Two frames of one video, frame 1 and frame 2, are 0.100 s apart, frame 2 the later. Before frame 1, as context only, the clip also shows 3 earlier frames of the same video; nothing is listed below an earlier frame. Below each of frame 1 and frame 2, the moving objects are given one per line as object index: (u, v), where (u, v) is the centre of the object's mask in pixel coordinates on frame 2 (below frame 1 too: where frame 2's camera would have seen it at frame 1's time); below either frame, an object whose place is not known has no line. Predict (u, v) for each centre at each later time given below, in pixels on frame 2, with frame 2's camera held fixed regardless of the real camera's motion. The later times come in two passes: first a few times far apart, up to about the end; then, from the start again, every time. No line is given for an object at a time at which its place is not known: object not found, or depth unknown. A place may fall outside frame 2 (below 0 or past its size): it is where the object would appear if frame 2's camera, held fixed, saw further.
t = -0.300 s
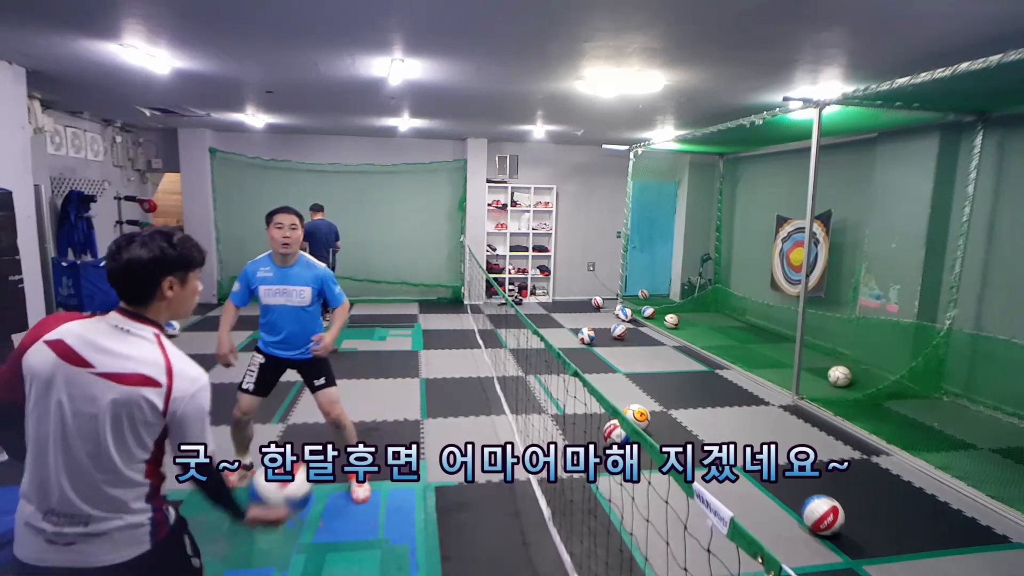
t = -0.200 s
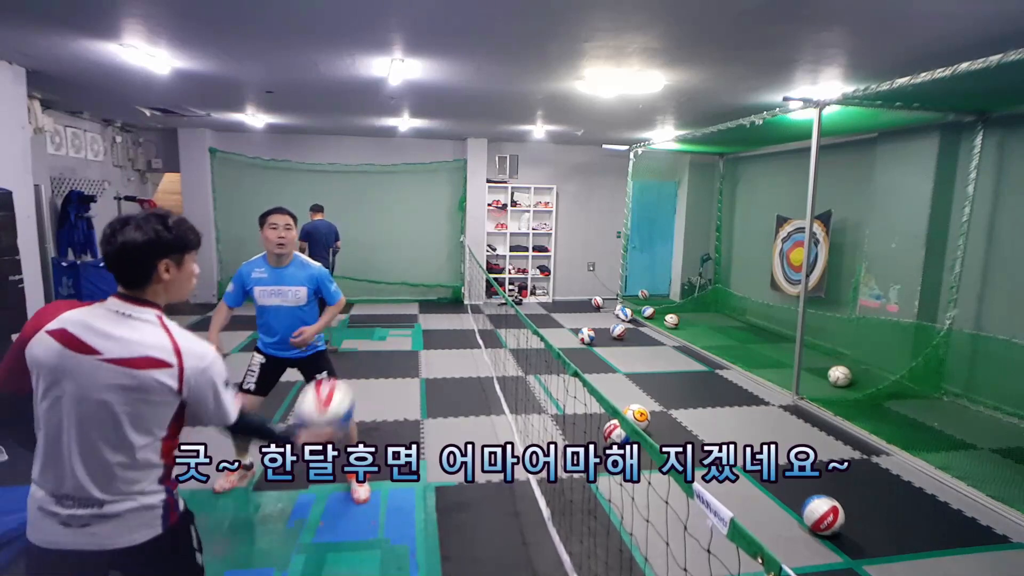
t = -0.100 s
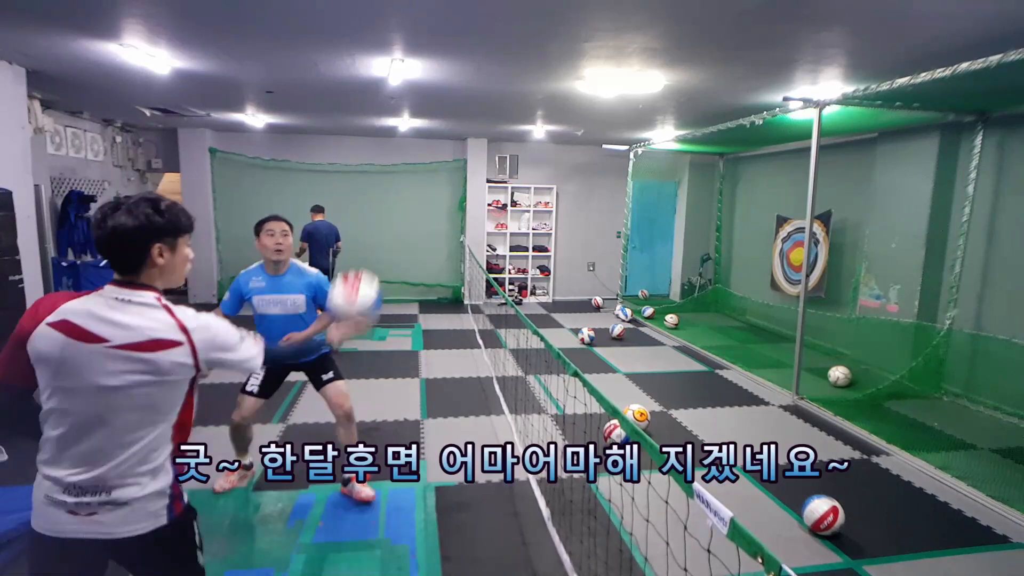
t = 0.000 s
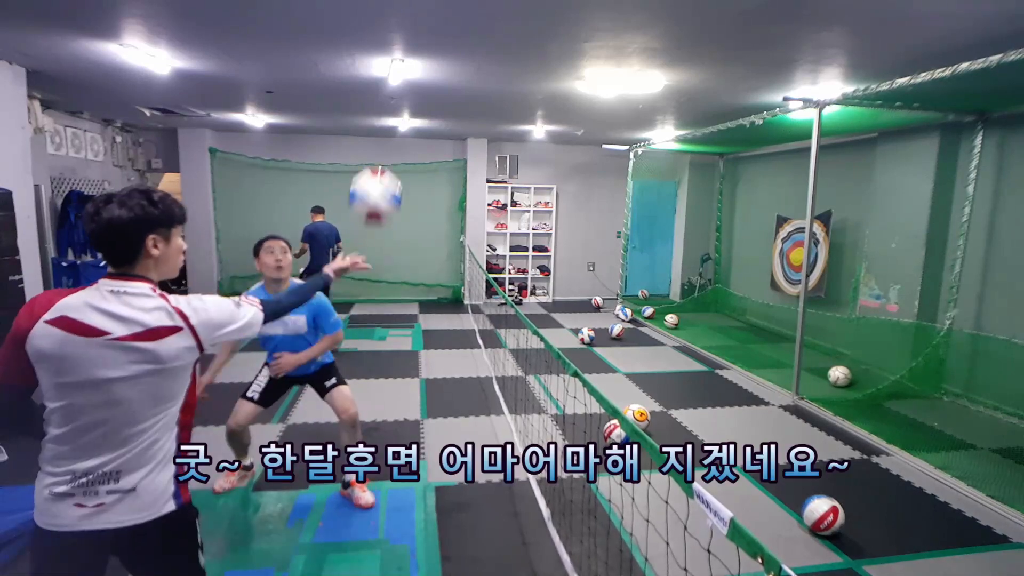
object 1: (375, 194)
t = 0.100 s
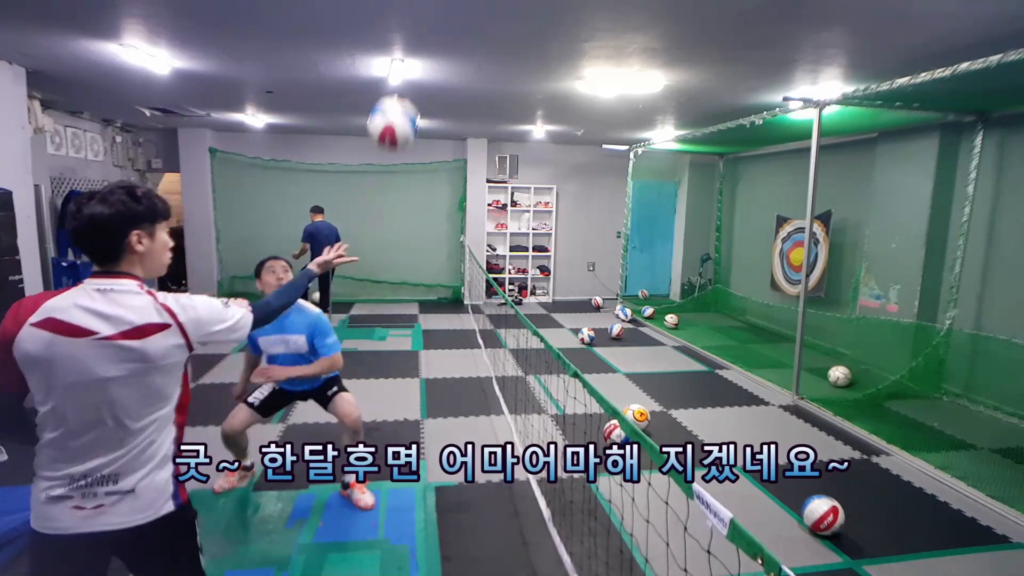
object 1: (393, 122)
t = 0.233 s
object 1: (416, 69)
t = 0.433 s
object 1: (445, 69)
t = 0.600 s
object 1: (464, 130)
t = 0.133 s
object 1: (400, 104)
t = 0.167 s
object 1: (404, 93)
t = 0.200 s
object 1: (410, 78)
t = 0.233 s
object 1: (416, 69)
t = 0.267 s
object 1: (422, 62)
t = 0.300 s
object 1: (426, 59)
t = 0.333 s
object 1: (431, 58)
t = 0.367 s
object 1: (436, 59)
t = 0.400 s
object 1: (440, 63)
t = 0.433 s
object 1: (445, 69)
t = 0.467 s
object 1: (449, 78)
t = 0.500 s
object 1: (453, 88)
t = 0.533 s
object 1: (457, 100)
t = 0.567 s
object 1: (461, 116)
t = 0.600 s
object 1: (464, 130)
